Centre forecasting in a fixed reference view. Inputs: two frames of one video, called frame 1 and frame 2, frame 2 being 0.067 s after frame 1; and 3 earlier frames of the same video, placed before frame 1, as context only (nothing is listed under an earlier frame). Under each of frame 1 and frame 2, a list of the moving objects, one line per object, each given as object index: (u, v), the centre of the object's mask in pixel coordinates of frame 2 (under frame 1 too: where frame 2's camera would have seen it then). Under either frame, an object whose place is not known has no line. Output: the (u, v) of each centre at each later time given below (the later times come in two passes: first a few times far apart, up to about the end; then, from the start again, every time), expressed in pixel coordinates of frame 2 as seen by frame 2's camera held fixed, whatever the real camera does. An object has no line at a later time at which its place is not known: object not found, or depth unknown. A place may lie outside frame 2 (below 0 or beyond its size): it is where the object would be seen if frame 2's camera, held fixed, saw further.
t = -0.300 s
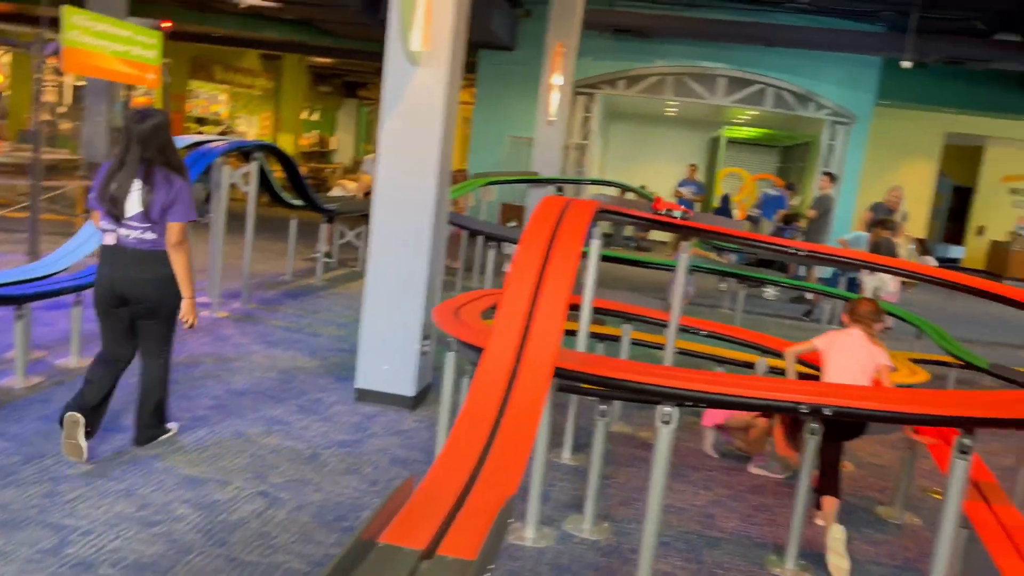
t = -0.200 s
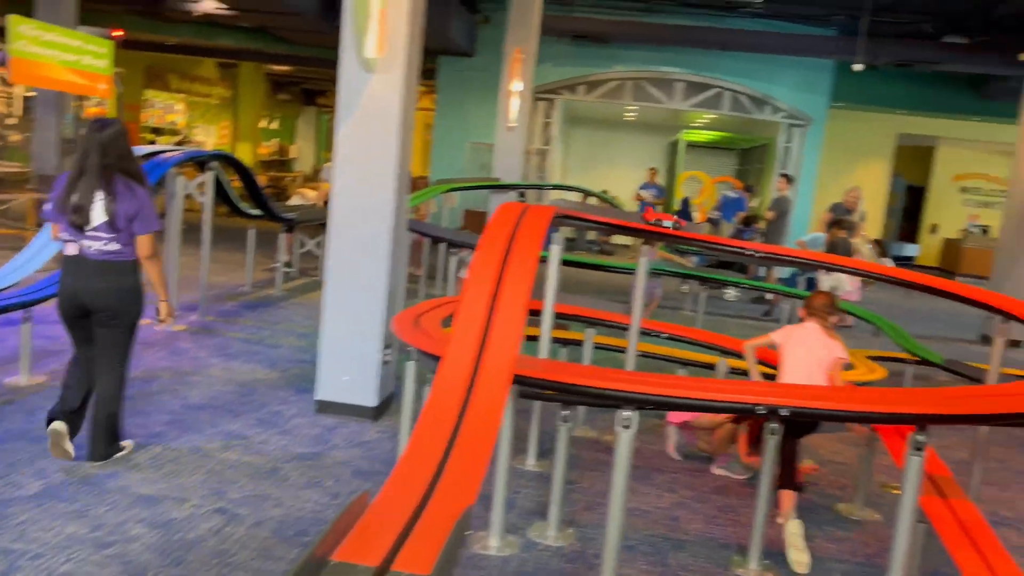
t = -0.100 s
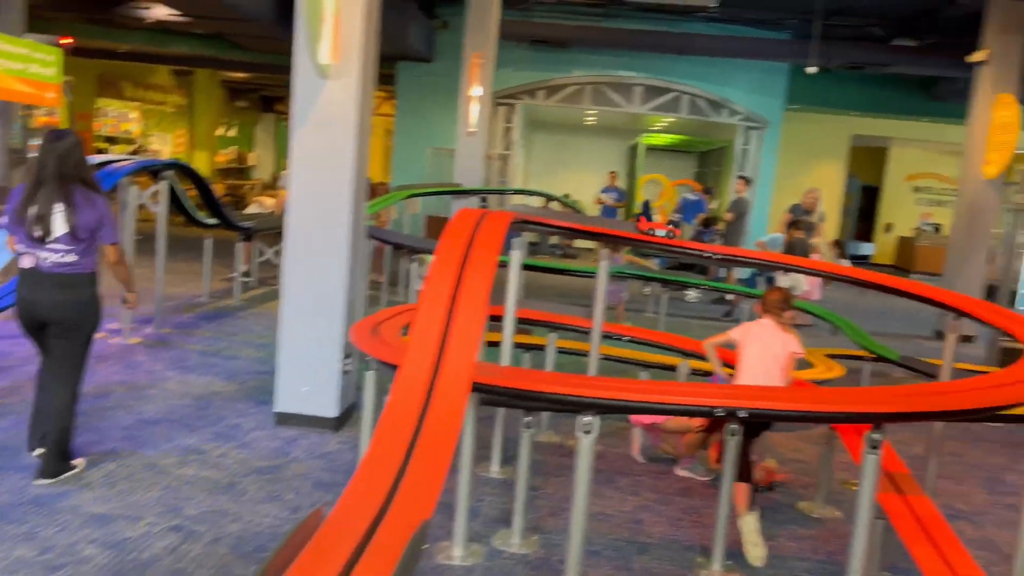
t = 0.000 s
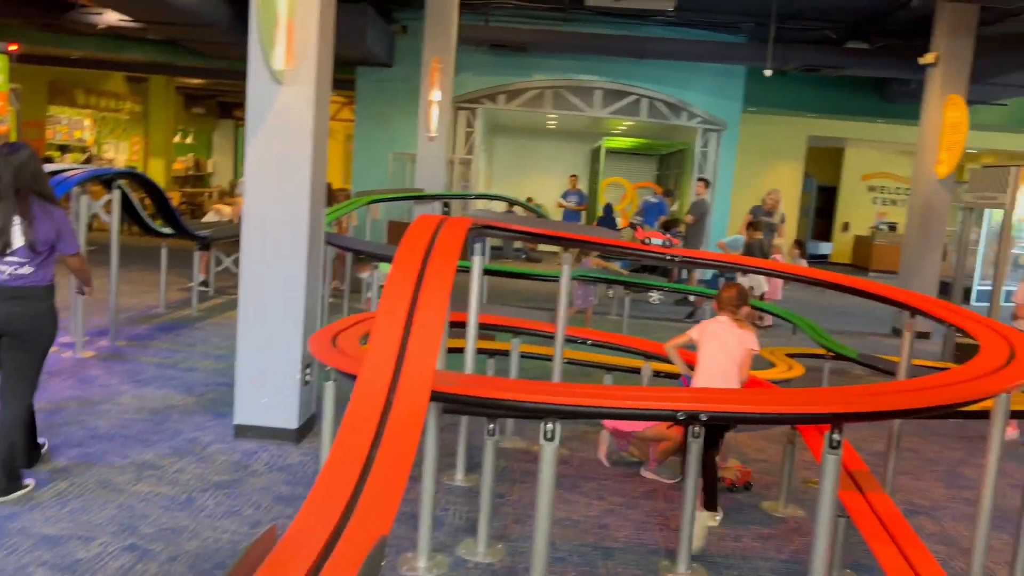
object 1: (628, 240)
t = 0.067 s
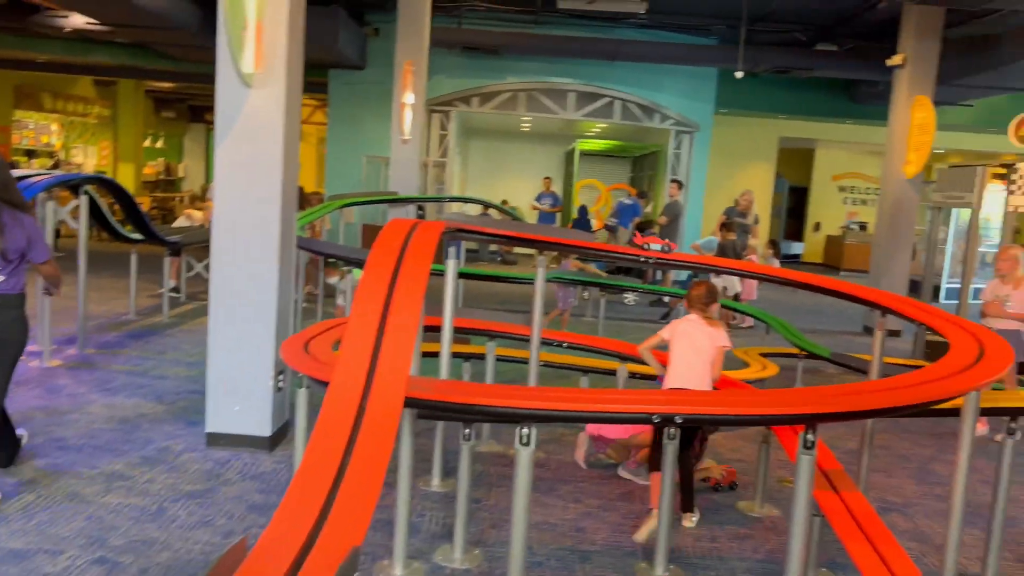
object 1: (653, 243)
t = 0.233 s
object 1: (716, 252)
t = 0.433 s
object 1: (790, 265)
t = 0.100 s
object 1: (665, 245)
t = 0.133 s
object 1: (679, 247)
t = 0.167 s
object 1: (691, 249)
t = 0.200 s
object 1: (703, 250)
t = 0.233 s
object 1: (716, 252)
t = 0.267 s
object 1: (726, 254)
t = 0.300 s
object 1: (740, 256)
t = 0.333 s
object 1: (753, 258)
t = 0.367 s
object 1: (764, 260)
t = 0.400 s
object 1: (779, 263)
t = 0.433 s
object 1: (790, 265)
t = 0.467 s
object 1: (801, 266)
